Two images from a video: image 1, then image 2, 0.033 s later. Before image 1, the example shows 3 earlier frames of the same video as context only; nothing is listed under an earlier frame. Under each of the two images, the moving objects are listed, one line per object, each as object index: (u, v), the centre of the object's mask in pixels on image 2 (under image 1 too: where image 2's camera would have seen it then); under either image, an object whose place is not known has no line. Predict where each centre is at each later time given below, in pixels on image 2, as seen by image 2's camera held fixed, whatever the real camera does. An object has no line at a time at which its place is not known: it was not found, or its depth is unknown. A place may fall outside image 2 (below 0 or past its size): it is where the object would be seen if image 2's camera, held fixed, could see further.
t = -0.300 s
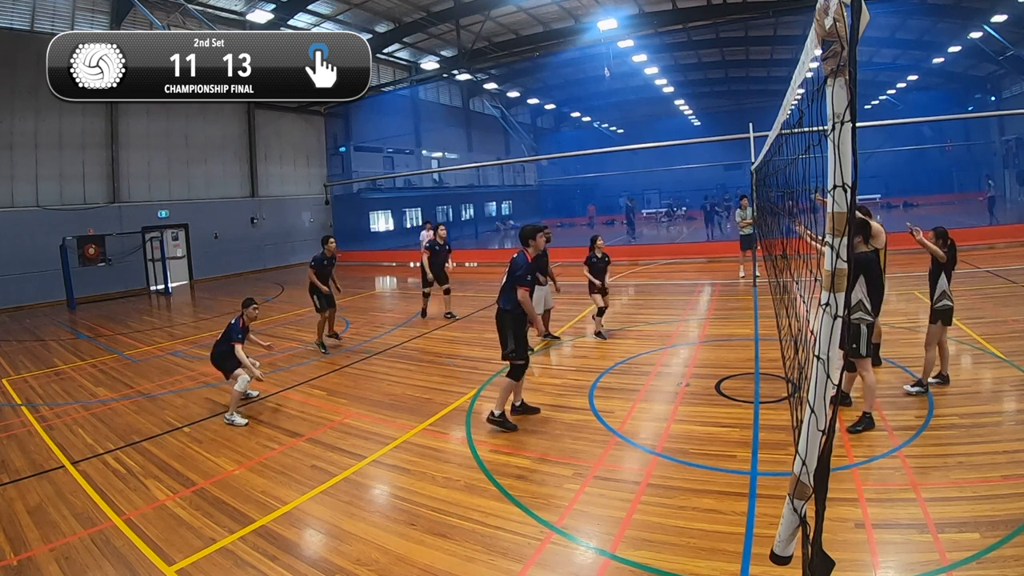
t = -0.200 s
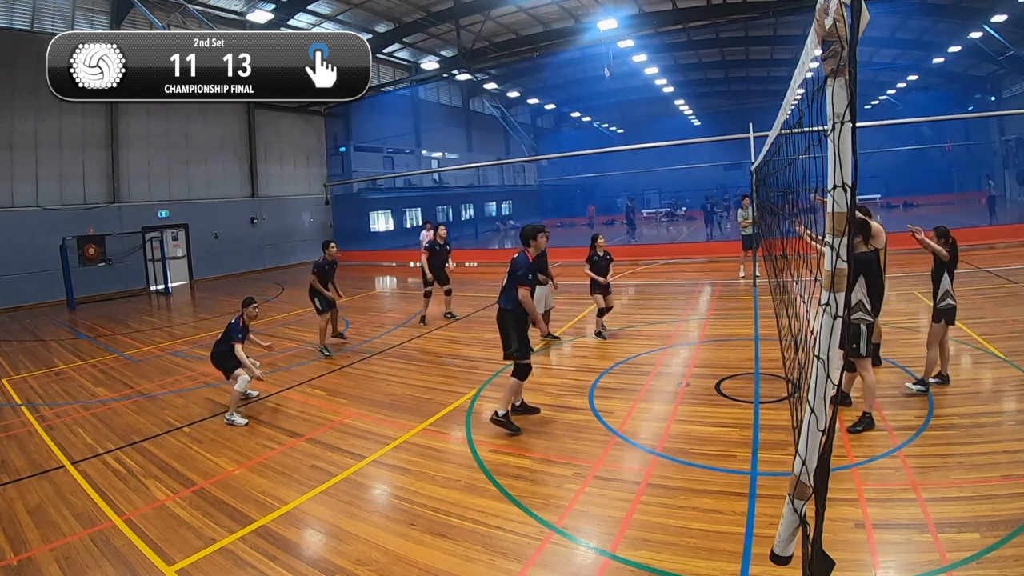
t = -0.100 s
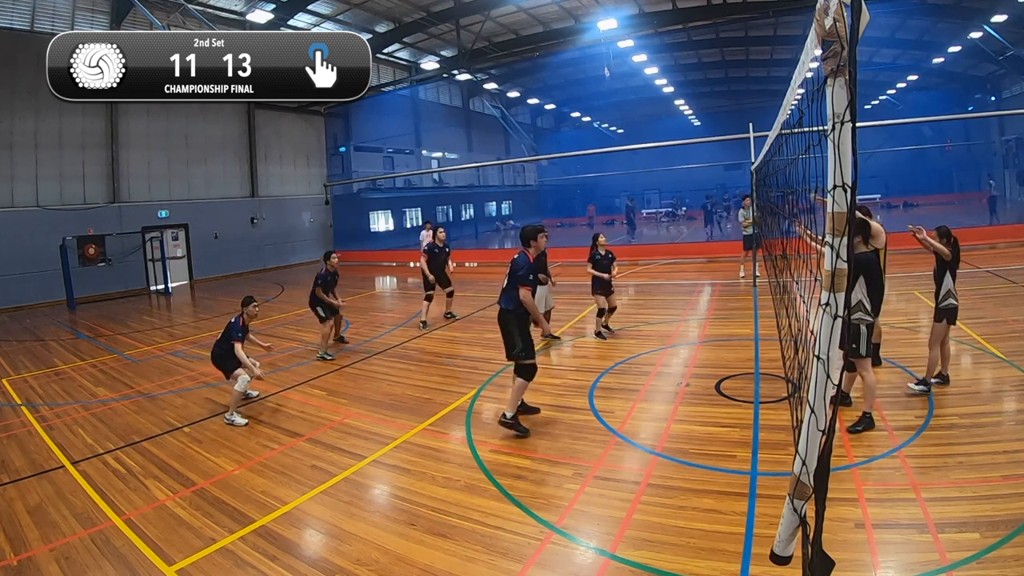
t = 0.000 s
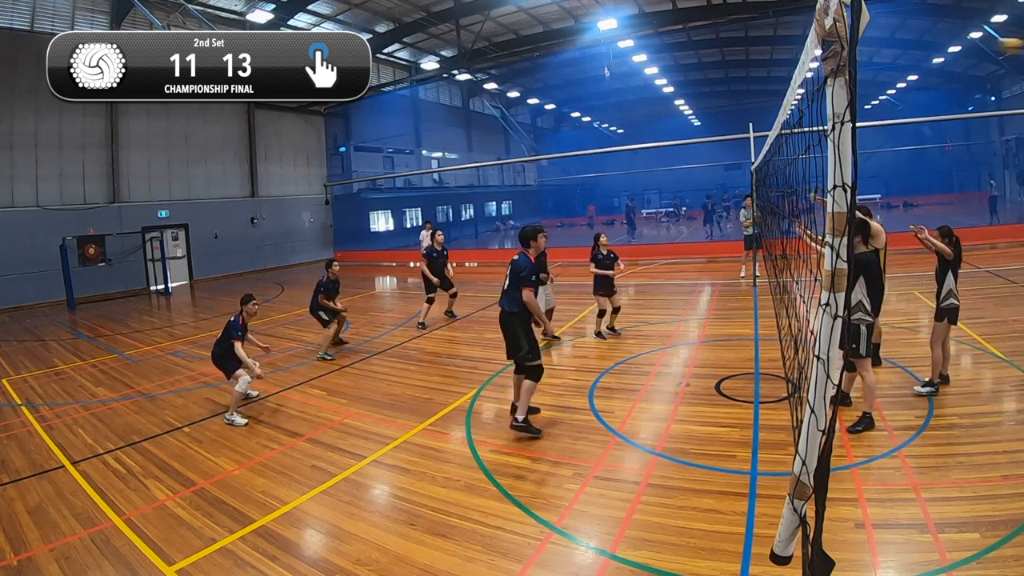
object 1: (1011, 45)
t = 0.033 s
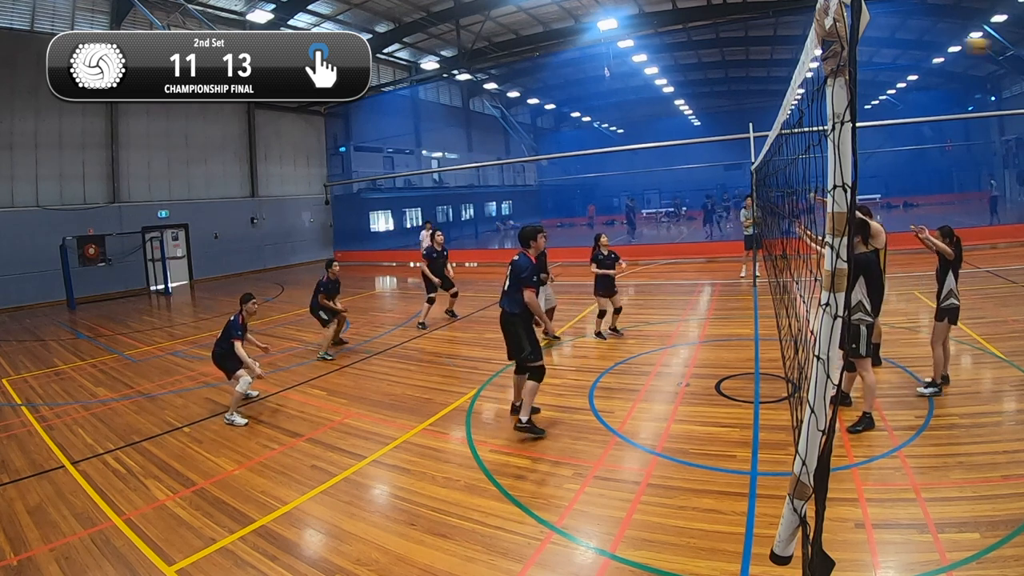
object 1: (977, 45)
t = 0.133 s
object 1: (872, 51)
